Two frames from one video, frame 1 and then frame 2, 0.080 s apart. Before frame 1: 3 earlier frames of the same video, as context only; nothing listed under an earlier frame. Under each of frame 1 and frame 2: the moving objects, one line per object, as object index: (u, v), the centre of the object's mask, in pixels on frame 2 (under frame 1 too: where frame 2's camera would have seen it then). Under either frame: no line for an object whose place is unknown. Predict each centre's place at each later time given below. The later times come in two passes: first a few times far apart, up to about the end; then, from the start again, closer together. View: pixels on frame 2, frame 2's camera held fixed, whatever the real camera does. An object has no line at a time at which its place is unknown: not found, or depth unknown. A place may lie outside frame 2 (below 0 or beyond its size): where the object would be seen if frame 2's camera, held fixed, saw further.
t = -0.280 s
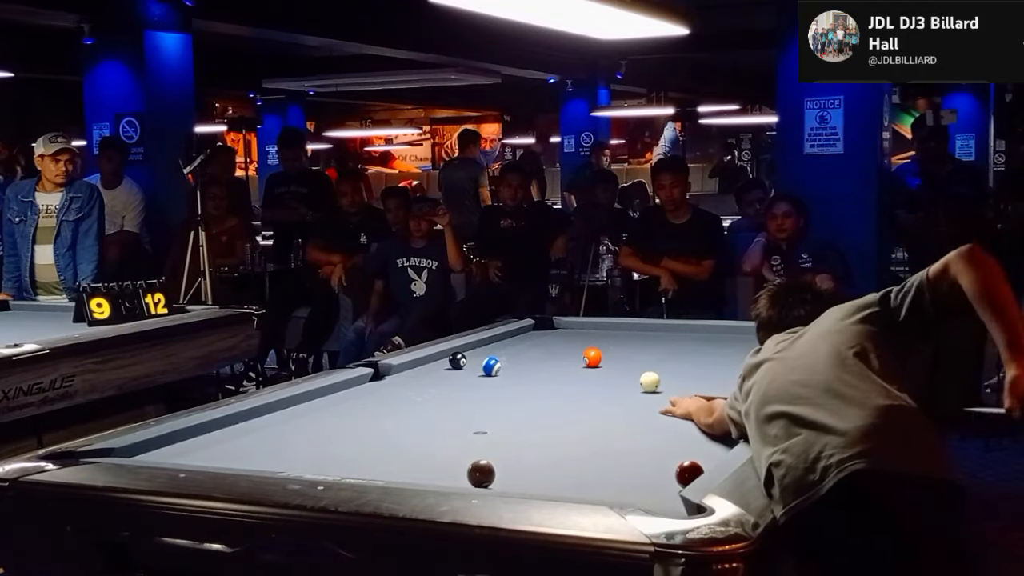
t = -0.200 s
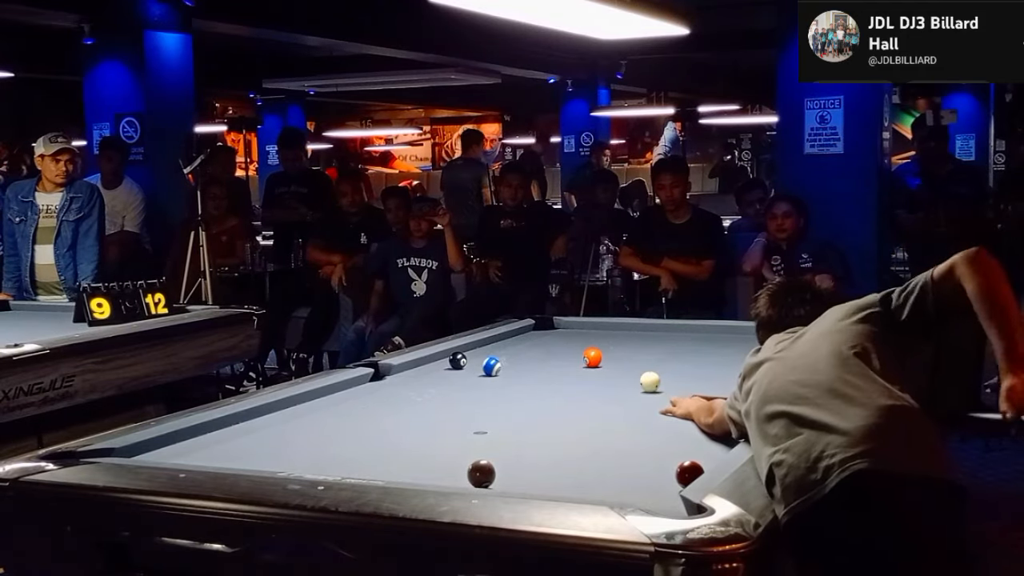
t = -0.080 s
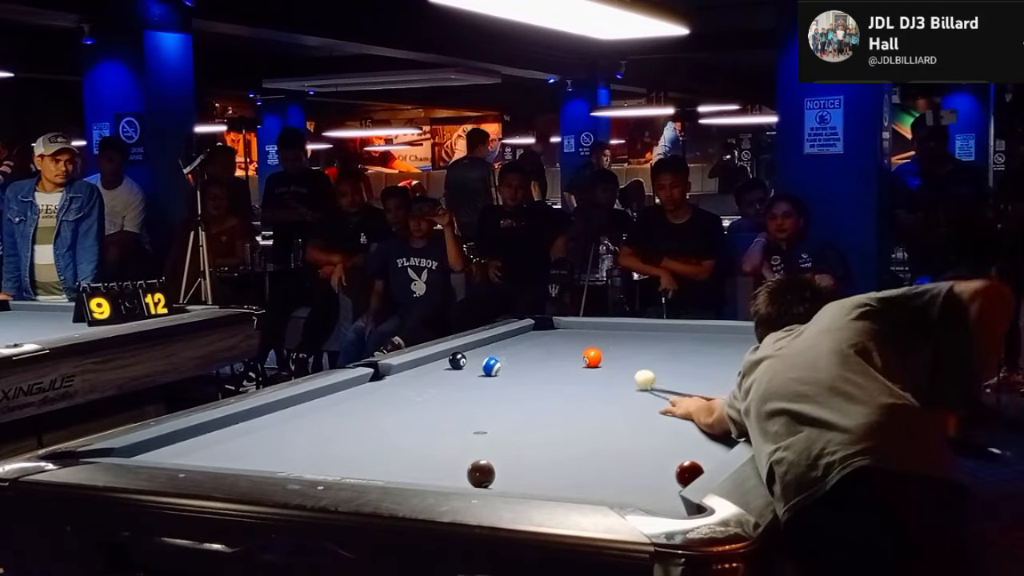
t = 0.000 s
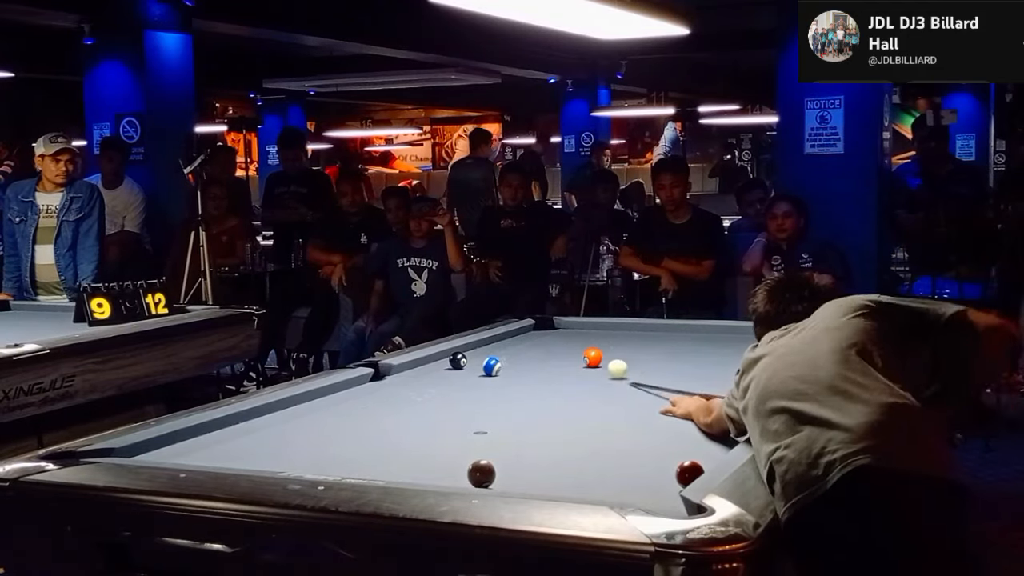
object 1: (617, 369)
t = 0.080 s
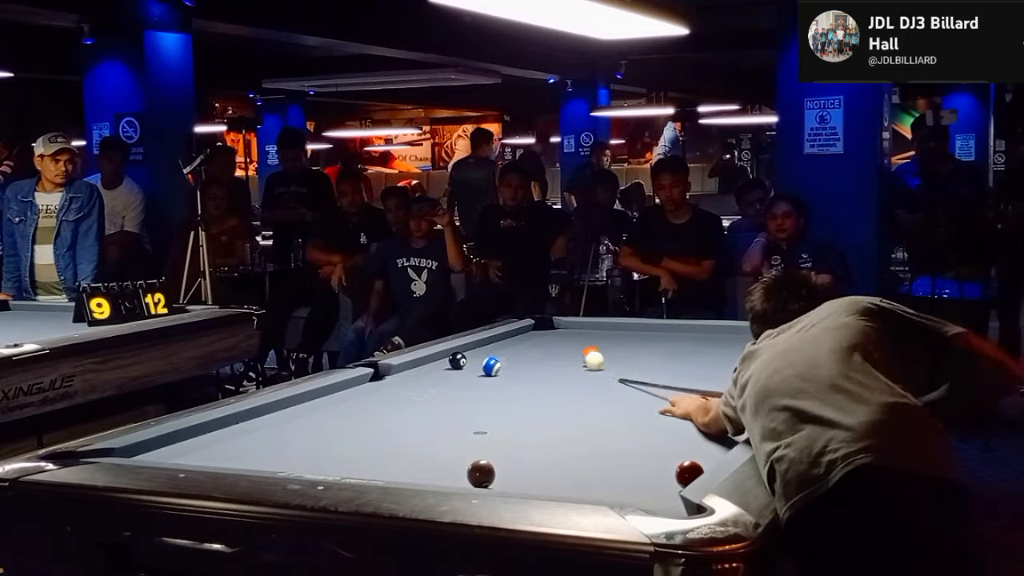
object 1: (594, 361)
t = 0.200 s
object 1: (576, 362)
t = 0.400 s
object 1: (561, 366)
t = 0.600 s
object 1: (547, 371)
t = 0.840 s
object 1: (534, 376)
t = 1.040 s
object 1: (518, 381)
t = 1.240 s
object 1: (504, 386)
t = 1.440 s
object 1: (490, 391)
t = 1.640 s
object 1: (476, 395)
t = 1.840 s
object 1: (464, 399)
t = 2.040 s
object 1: (450, 404)
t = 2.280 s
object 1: (431, 411)
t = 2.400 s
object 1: (423, 413)
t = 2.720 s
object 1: (405, 420)
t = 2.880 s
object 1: (395, 423)
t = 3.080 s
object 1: (382, 428)
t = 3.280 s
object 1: (369, 432)
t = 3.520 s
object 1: (356, 438)
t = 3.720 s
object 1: (346, 441)
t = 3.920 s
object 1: (335, 446)
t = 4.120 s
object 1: (325, 450)
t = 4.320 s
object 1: (315, 453)
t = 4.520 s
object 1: (306, 456)
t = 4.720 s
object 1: (296, 459)
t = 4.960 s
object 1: (286, 461)
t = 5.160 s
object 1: (278, 462)
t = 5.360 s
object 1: (272, 462)
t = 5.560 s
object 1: (264, 463)
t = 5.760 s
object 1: (260, 463)
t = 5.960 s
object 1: (255, 464)
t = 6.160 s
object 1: (253, 464)
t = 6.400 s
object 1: (254, 464)
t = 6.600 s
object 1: (254, 463)
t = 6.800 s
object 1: (253, 464)
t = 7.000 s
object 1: (254, 464)
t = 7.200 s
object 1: (254, 464)
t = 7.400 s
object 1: (254, 464)
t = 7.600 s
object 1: (254, 464)
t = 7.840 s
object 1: (254, 464)
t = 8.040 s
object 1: (254, 464)
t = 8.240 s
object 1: (254, 464)
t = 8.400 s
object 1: (254, 464)
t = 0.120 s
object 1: (584, 361)
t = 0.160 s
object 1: (580, 362)
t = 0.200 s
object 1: (576, 362)
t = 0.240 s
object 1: (572, 363)
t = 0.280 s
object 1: (570, 363)
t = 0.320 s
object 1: (567, 364)
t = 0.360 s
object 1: (563, 366)
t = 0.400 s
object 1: (561, 366)
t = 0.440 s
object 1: (559, 367)
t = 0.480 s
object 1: (556, 368)
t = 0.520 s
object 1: (554, 369)
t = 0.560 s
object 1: (552, 370)
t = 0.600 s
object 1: (547, 371)
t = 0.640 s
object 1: (545, 372)
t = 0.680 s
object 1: (543, 373)
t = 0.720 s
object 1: (541, 373)
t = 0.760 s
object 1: (538, 374)
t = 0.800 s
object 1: (536, 375)
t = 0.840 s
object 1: (534, 376)
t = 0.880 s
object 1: (530, 377)
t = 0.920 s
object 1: (527, 378)
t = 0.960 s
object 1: (522, 380)
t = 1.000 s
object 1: (520, 381)
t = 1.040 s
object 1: (518, 381)
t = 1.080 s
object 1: (516, 382)
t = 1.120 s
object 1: (511, 384)
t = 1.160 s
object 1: (508, 384)
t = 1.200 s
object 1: (506, 385)
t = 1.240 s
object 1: (504, 386)
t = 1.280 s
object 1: (502, 387)
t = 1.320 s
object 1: (499, 387)
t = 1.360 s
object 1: (497, 388)
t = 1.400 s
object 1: (494, 389)
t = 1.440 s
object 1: (490, 391)
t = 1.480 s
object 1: (487, 391)
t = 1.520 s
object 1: (485, 392)
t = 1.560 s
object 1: (483, 393)
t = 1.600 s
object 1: (478, 395)
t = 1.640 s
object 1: (476, 395)
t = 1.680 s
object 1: (473, 396)
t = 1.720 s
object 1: (471, 397)
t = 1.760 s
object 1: (469, 398)
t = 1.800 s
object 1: (466, 399)
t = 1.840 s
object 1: (464, 399)
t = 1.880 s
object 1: (459, 401)
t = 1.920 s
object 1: (457, 402)
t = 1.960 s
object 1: (455, 403)
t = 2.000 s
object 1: (452, 403)
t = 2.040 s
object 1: (450, 404)
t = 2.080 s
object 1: (448, 405)
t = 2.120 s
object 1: (446, 406)
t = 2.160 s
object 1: (441, 407)
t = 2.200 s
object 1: (439, 408)
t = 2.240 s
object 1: (434, 410)
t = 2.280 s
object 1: (431, 411)
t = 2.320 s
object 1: (432, 411)
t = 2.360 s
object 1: (427, 412)
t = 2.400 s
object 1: (423, 413)
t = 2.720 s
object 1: (405, 420)
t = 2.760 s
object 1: (401, 421)
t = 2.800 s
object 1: (399, 422)
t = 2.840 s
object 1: (396, 423)
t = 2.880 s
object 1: (395, 423)
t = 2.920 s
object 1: (392, 424)
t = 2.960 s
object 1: (388, 426)
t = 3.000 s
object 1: (386, 426)
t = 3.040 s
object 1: (384, 427)
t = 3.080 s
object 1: (382, 428)
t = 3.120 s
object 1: (377, 430)
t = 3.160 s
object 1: (375, 430)
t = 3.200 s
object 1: (373, 431)
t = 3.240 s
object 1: (371, 432)
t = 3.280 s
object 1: (369, 432)
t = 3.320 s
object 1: (367, 433)
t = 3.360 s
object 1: (365, 434)
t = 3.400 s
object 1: (363, 435)
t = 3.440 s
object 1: (360, 436)
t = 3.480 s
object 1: (358, 437)
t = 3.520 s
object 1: (356, 438)
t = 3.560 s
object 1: (355, 438)
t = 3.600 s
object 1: (351, 440)
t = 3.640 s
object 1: (349, 440)
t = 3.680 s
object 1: (347, 441)
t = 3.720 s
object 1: (346, 441)
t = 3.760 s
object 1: (344, 442)
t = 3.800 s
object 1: (342, 443)
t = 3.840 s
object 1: (339, 444)
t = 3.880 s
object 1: (337, 445)
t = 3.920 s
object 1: (335, 446)
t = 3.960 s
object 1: (333, 446)
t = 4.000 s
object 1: (330, 448)
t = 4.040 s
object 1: (328, 448)
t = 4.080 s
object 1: (326, 449)
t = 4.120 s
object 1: (325, 450)
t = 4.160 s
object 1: (323, 450)
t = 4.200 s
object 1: (322, 451)
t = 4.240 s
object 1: (320, 451)
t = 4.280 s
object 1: (317, 453)
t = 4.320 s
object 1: (315, 453)
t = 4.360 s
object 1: (314, 454)
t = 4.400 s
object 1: (312, 454)
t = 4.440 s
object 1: (309, 455)
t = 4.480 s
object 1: (308, 456)
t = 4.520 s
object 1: (306, 456)
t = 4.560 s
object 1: (304, 457)
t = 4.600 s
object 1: (303, 458)
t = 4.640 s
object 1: (301, 458)
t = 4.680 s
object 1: (299, 458)
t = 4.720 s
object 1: (296, 459)
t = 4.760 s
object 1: (295, 459)
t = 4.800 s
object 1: (294, 460)
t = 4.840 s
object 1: (292, 460)
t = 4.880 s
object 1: (290, 460)
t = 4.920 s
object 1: (289, 460)
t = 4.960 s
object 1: (286, 461)
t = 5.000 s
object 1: (285, 461)
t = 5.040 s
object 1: (283, 461)
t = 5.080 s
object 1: (282, 461)
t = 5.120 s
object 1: (281, 461)
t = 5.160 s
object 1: (278, 462)
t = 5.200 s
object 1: (277, 462)
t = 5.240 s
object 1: (275, 462)
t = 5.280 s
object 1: (274, 462)
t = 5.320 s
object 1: (273, 462)
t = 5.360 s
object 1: (272, 462)
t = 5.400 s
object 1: (270, 462)
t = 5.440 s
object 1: (268, 463)
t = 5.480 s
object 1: (267, 463)
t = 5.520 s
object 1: (267, 463)
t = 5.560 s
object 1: (264, 463)
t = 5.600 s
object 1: (263, 463)
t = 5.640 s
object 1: (262, 463)
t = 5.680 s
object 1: (261, 463)
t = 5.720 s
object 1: (260, 463)
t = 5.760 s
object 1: (260, 463)
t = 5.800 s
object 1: (258, 463)
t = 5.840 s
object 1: (257, 463)
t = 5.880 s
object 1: (256, 464)
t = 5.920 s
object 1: (256, 464)
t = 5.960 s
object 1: (255, 464)
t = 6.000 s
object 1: (254, 464)
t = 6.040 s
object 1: (253, 464)
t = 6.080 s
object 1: (253, 464)
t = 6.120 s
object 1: (253, 464)
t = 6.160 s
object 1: (253, 464)
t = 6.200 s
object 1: (253, 464)
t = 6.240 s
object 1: (253, 464)
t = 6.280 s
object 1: (254, 464)
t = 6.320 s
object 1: (254, 464)
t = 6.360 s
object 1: (254, 464)
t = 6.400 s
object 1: (254, 464)
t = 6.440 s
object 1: (254, 464)
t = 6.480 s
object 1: (254, 464)
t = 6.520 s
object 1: (254, 464)
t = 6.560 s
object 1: (254, 464)
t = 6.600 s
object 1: (254, 463)
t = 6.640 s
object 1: (254, 463)
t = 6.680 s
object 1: (254, 463)
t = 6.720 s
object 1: (253, 463)
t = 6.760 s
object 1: (253, 463)
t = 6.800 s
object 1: (253, 464)
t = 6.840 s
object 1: (254, 464)
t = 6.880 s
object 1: (254, 464)
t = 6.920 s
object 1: (254, 464)
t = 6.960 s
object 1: (254, 464)
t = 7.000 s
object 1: (254, 464)
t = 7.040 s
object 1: (254, 464)
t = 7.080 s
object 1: (254, 464)
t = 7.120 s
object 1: (254, 464)
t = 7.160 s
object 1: (254, 464)
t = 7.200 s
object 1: (254, 464)
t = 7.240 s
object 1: (254, 464)
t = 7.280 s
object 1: (254, 464)
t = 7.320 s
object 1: (254, 464)
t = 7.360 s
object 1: (254, 464)
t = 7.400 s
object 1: (254, 464)
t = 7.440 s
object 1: (254, 464)
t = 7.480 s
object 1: (254, 464)
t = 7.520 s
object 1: (254, 464)
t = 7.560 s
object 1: (254, 464)
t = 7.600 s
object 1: (254, 464)
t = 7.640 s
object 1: (254, 464)
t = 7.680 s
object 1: (254, 464)
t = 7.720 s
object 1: (254, 464)
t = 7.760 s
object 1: (254, 464)
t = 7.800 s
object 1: (254, 464)
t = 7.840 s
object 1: (254, 464)
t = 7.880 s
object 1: (254, 464)
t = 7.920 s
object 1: (254, 464)
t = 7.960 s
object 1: (254, 464)
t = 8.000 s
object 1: (254, 464)
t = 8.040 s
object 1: (254, 464)
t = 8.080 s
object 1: (254, 464)
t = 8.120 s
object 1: (254, 464)
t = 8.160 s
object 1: (254, 464)
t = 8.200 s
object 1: (254, 464)
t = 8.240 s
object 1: (254, 464)
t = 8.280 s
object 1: (254, 464)
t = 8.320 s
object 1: (254, 464)
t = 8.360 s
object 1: (254, 464)
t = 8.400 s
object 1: (254, 464)
